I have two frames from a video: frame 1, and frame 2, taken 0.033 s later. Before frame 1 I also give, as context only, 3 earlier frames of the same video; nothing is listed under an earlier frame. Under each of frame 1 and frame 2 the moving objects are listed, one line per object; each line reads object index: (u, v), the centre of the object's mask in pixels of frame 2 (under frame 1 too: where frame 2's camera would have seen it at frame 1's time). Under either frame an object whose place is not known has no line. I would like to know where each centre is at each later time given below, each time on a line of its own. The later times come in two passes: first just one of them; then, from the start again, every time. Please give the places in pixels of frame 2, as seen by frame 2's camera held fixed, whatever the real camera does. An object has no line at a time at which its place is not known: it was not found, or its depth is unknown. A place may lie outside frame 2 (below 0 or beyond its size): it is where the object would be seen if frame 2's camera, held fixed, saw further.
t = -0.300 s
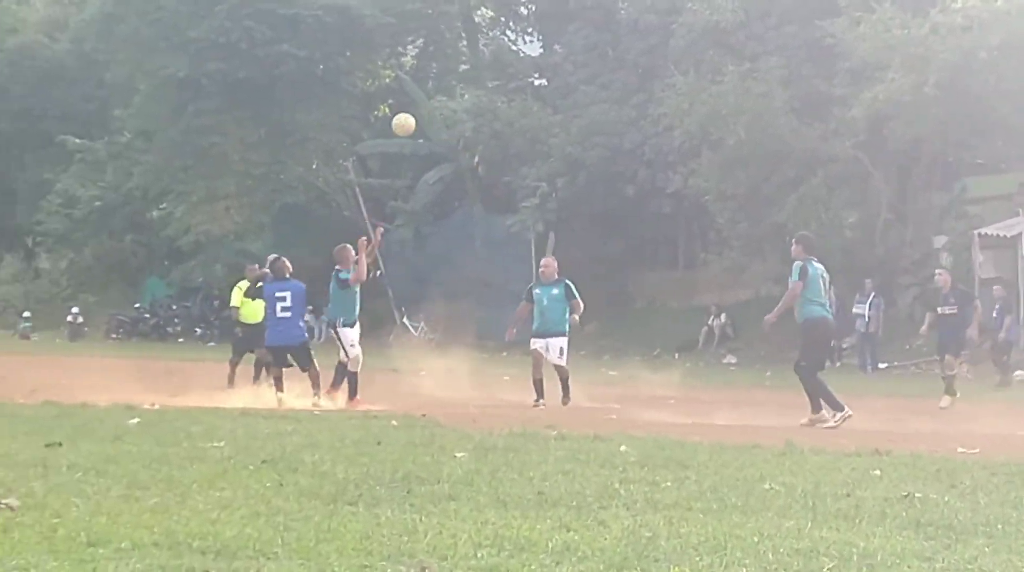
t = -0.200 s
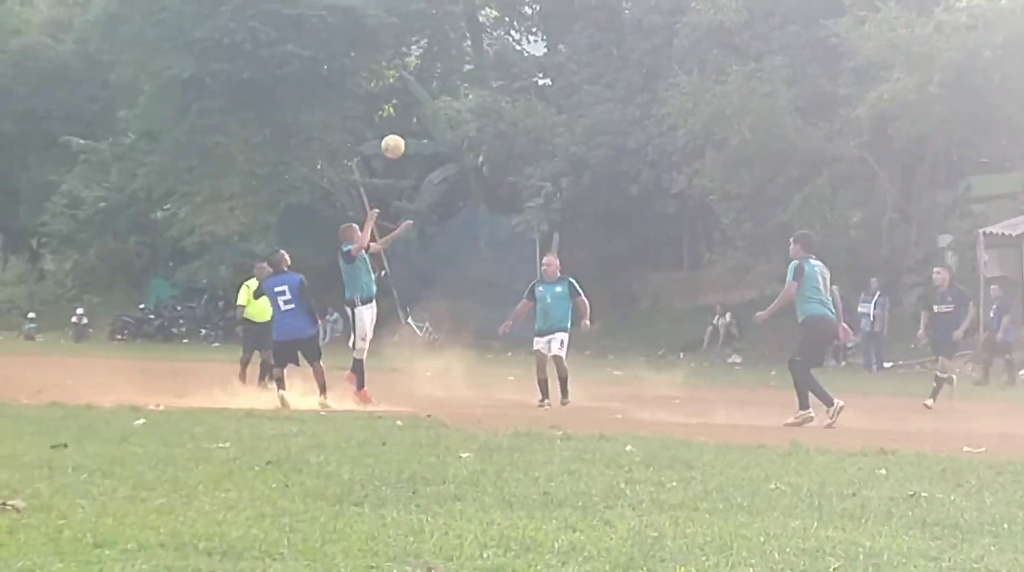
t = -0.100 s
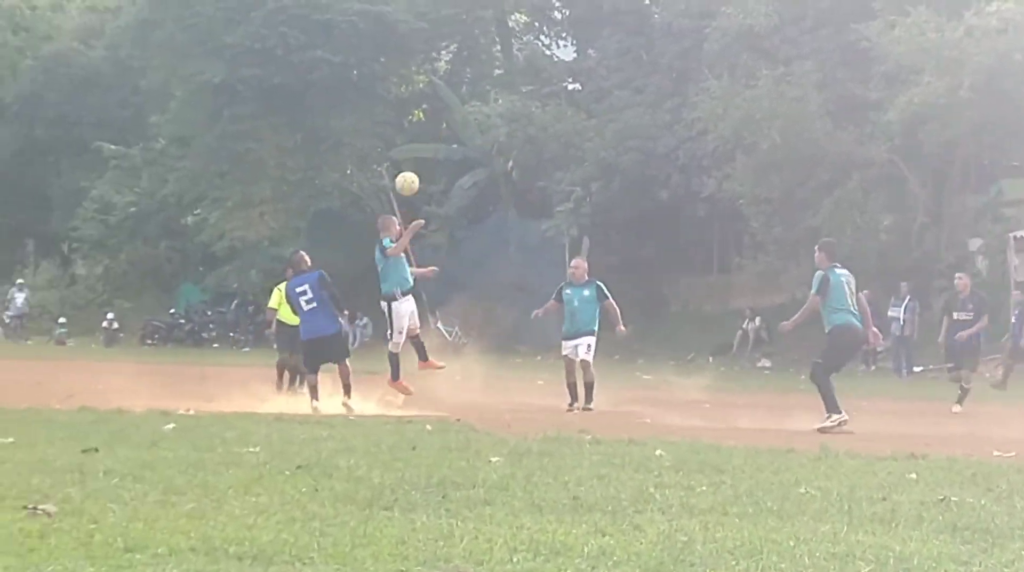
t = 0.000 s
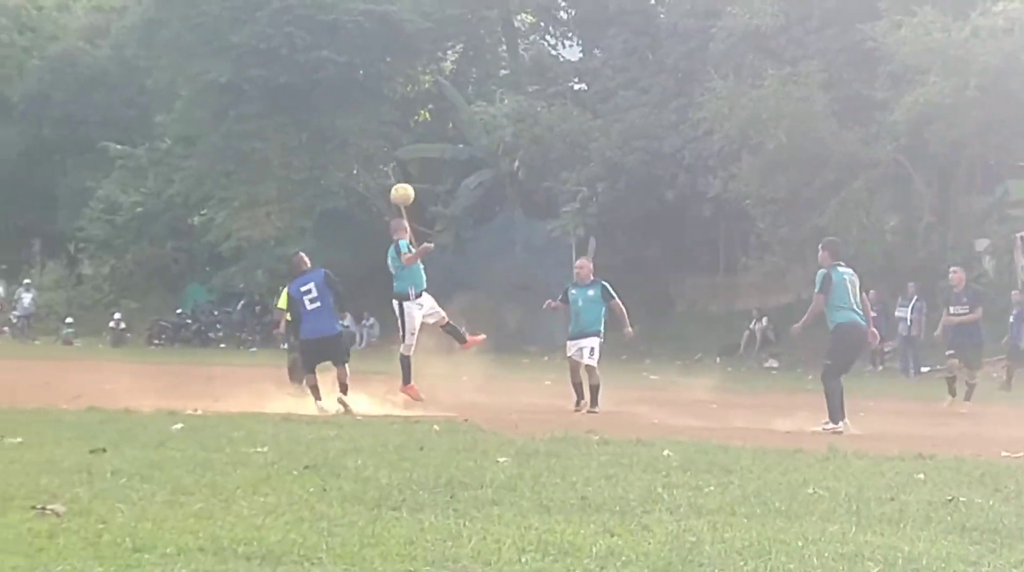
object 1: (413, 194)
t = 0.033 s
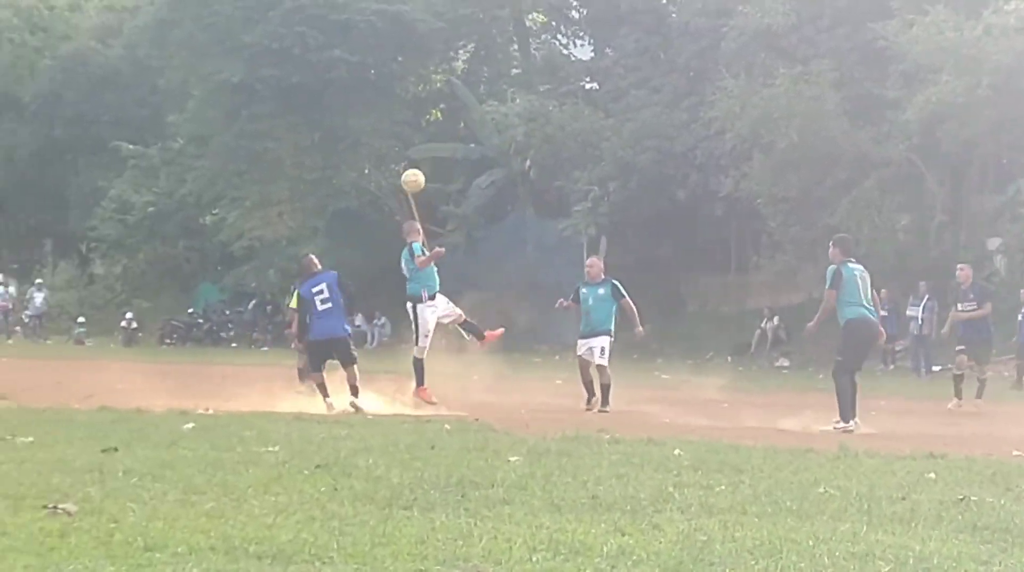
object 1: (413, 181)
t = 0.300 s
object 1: (407, 114)
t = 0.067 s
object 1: (411, 168)
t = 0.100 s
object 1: (410, 158)
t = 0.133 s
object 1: (411, 147)
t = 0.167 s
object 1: (411, 137)
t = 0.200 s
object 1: (410, 130)
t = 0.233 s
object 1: (408, 123)
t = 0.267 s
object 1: (407, 118)
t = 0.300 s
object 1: (407, 114)
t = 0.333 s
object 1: (406, 110)
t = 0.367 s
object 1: (405, 109)
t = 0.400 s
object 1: (405, 108)
